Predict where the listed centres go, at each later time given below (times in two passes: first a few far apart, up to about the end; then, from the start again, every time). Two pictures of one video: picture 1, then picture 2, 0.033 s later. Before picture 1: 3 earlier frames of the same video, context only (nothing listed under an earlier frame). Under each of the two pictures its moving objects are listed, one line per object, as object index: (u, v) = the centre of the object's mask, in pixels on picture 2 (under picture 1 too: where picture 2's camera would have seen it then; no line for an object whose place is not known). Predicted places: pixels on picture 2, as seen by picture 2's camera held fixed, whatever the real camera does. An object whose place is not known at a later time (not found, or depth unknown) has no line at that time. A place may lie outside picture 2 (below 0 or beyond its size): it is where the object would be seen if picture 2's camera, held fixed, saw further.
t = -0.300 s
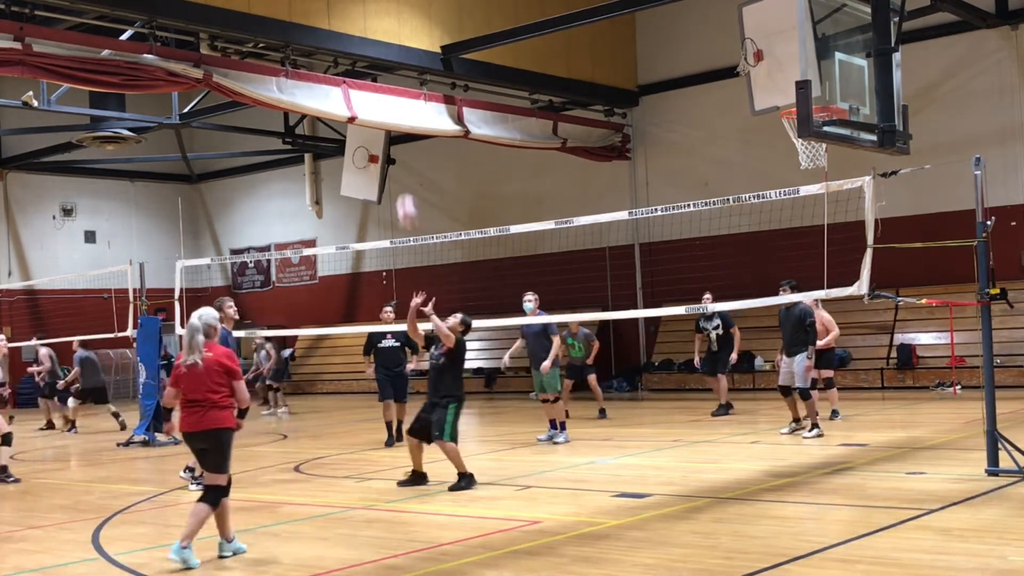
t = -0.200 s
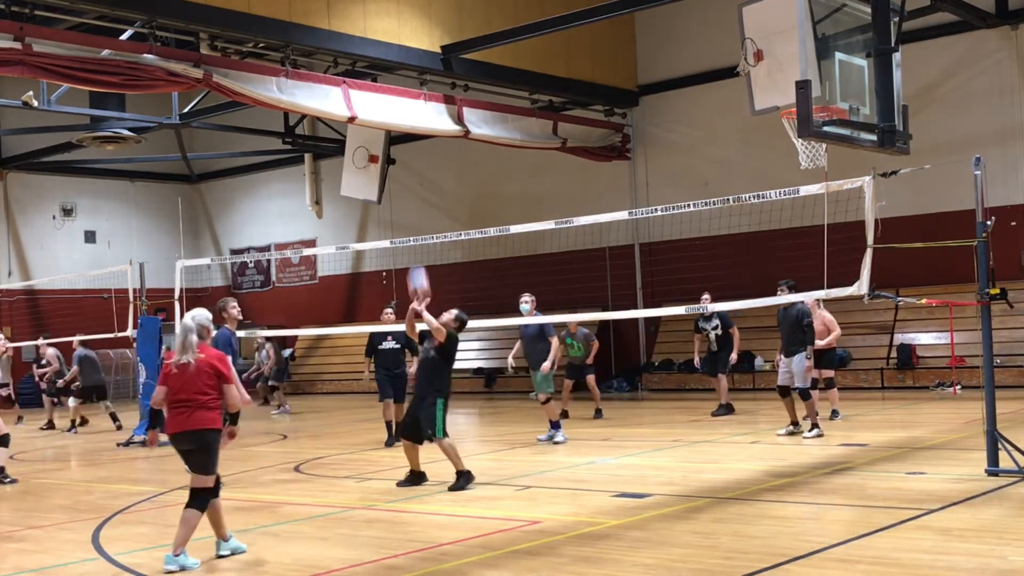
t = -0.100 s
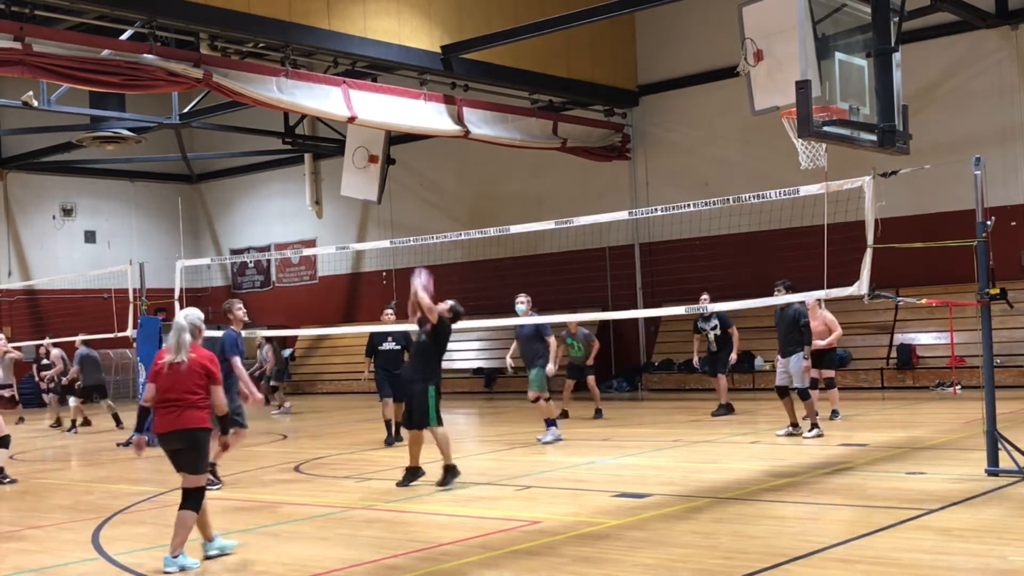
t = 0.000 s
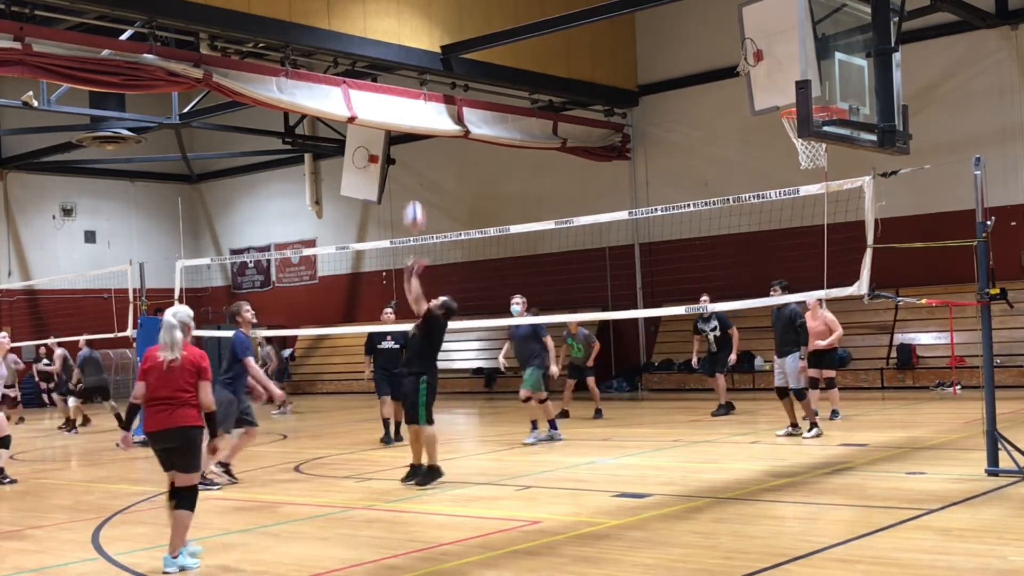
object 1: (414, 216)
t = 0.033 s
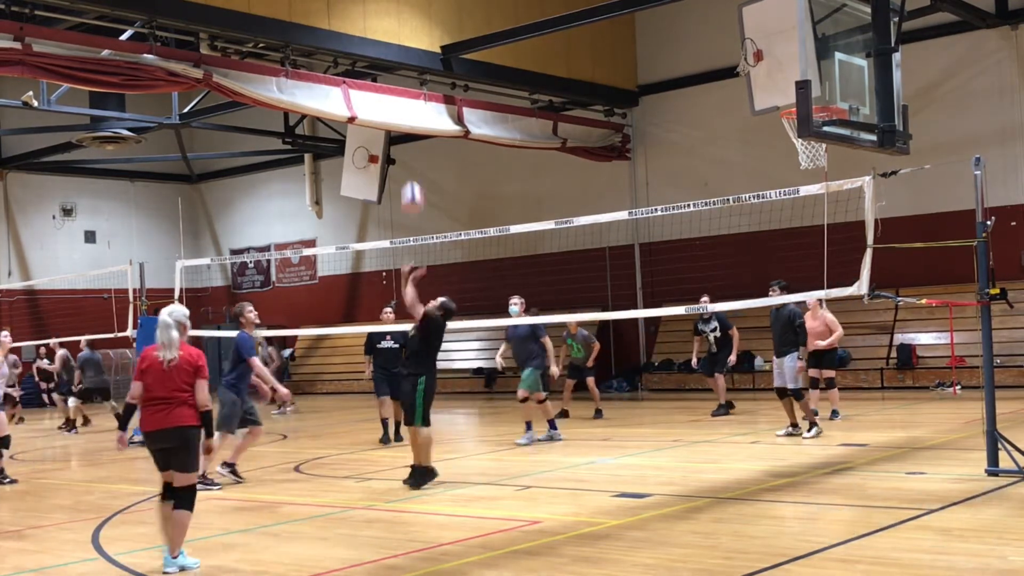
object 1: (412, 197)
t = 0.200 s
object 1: (400, 122)
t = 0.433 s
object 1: (384, 58)
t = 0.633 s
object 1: (372, 60)
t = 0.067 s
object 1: (410, 179)
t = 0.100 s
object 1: (407, 162)
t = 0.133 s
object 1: (404, 147)
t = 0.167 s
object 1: (402, 133)
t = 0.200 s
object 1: (400, 122)
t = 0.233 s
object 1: (398, 106)
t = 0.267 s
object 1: (395, 95)
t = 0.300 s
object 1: (392, 86)
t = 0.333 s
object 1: (389, 75)
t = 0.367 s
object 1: (388, 68)
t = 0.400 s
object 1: (386, 63)
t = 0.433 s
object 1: (384, 58)
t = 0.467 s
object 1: (382, 54)
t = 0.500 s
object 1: (381, 53)
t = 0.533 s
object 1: (379, 52)
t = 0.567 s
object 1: (378, 53)
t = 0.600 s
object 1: (374, 57)
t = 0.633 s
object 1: (372, 60)
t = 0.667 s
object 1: (371, 63)
